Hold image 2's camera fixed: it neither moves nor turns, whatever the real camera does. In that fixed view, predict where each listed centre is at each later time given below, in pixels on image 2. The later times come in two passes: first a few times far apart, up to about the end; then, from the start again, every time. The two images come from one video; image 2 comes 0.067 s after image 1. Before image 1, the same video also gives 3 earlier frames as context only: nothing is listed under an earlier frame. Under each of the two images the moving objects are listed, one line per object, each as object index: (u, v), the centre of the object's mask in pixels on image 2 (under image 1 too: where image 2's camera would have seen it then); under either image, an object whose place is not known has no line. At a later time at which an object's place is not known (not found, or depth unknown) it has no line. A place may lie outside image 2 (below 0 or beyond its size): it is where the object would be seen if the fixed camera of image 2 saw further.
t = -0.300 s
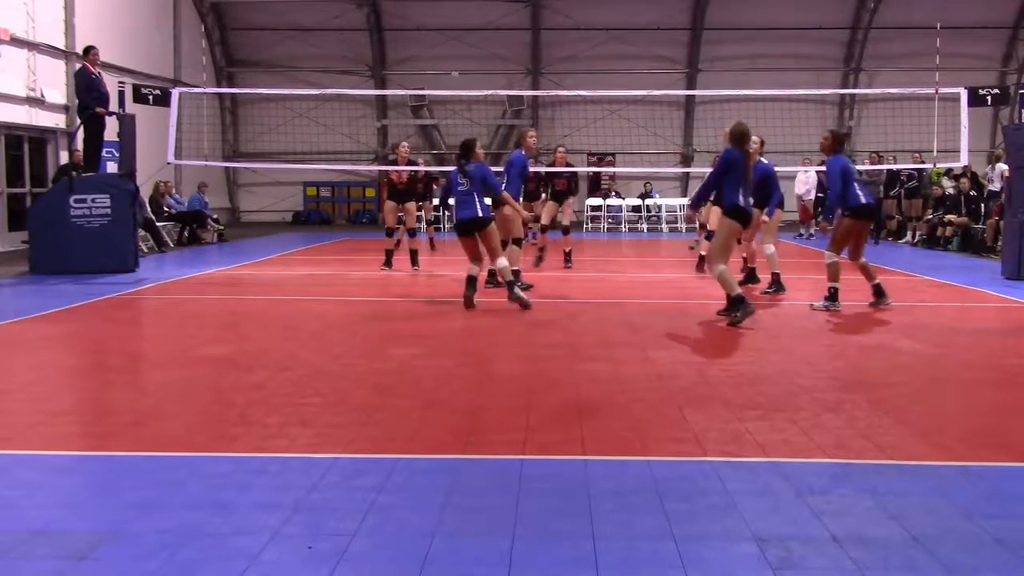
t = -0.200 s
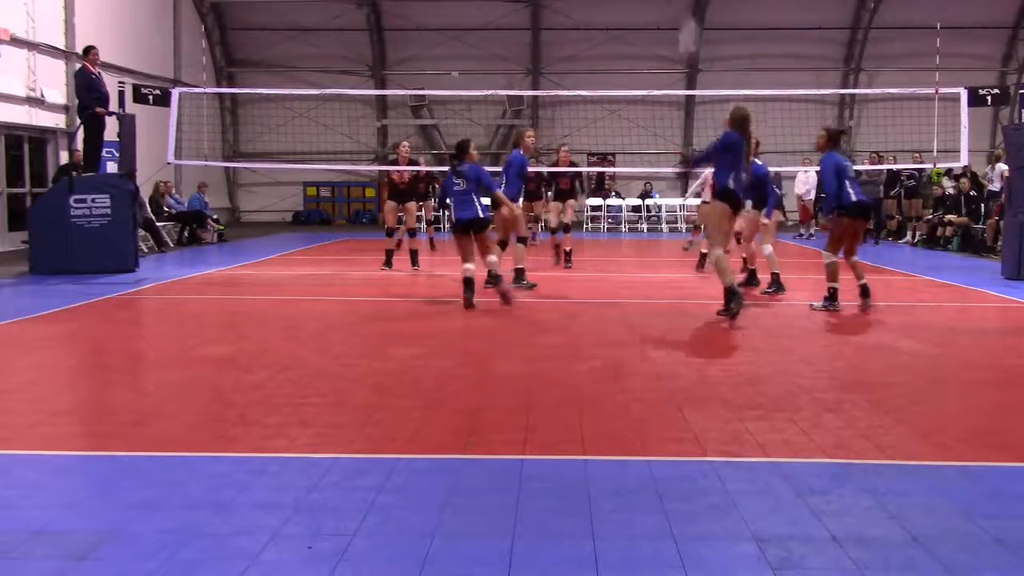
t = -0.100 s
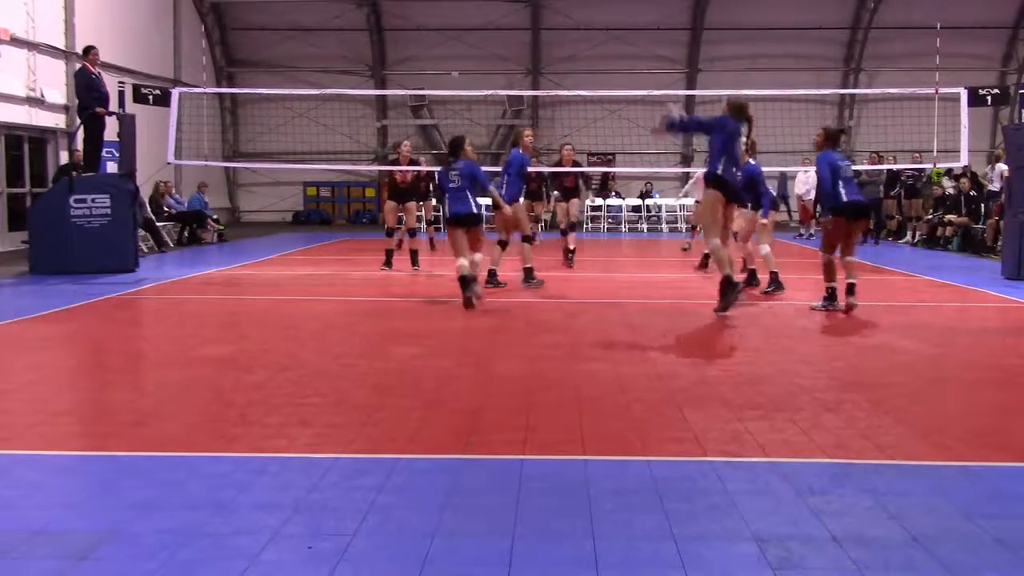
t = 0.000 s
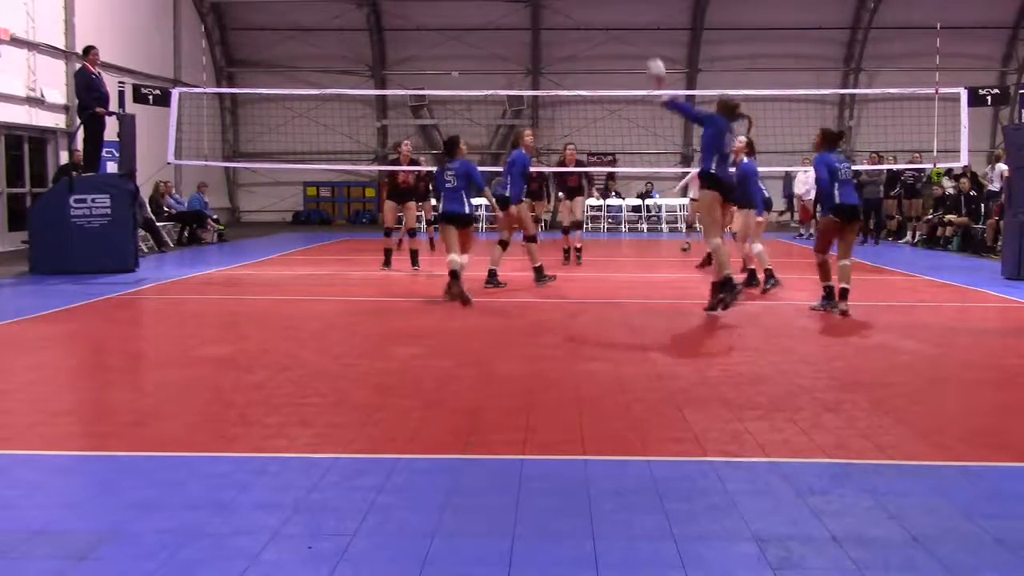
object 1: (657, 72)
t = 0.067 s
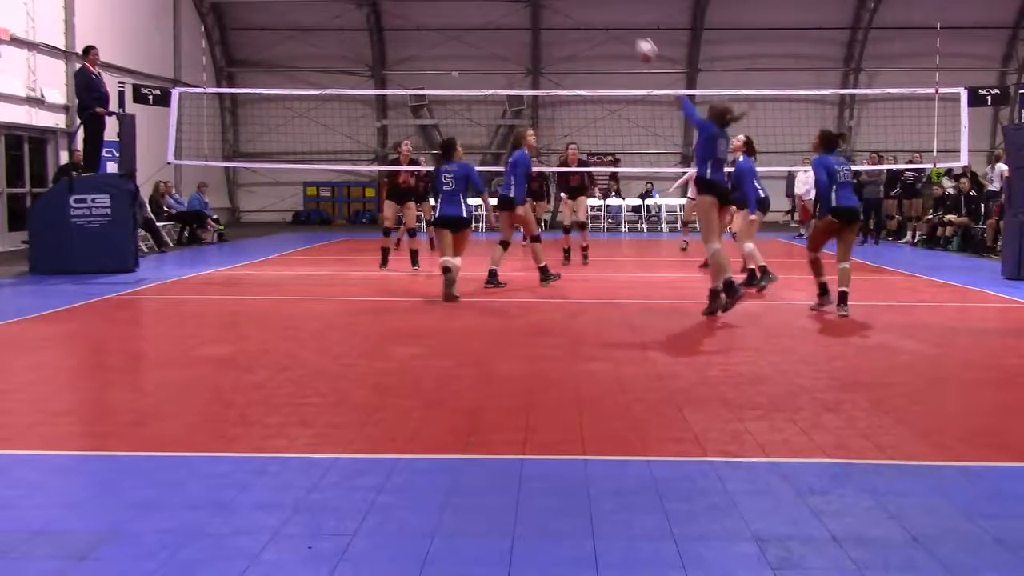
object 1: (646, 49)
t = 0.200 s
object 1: (626, 26)
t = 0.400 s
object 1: (603, 24)
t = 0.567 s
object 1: (586, 45)
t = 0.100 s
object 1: (640, 40)
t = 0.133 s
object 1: (635, 36)
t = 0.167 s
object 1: (630, 28)
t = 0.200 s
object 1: (626, 26)
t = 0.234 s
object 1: (622, 24)
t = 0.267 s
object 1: (618, 22)
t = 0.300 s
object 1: (614, 21)
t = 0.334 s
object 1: (610, 21)
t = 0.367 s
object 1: (606, 22)
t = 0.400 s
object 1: (603, 24)
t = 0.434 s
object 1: (599, 27)
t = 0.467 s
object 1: (596, 30)
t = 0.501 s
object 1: (592, 35)
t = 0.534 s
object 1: (589, 40)
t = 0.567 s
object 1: (586, 45)
